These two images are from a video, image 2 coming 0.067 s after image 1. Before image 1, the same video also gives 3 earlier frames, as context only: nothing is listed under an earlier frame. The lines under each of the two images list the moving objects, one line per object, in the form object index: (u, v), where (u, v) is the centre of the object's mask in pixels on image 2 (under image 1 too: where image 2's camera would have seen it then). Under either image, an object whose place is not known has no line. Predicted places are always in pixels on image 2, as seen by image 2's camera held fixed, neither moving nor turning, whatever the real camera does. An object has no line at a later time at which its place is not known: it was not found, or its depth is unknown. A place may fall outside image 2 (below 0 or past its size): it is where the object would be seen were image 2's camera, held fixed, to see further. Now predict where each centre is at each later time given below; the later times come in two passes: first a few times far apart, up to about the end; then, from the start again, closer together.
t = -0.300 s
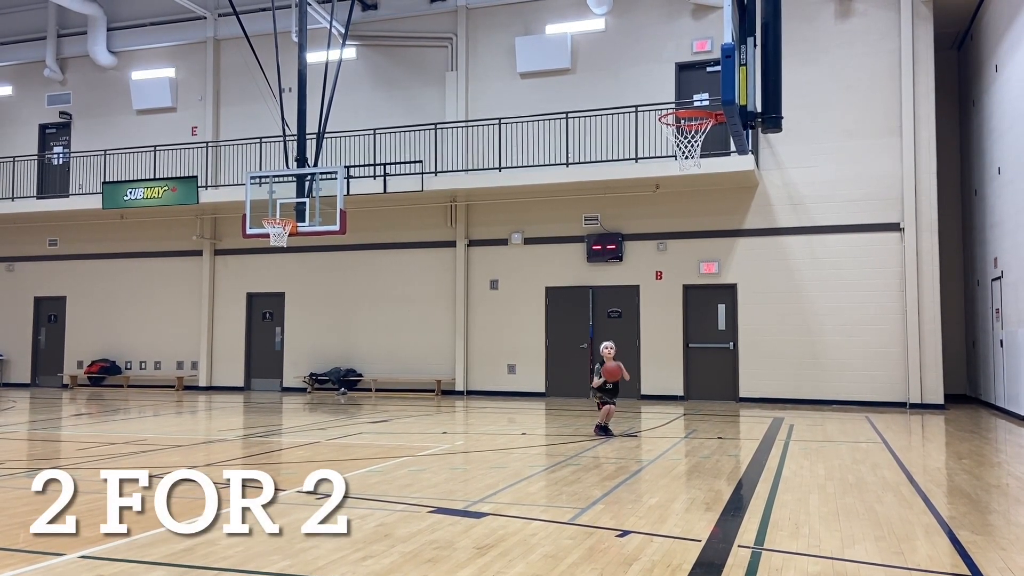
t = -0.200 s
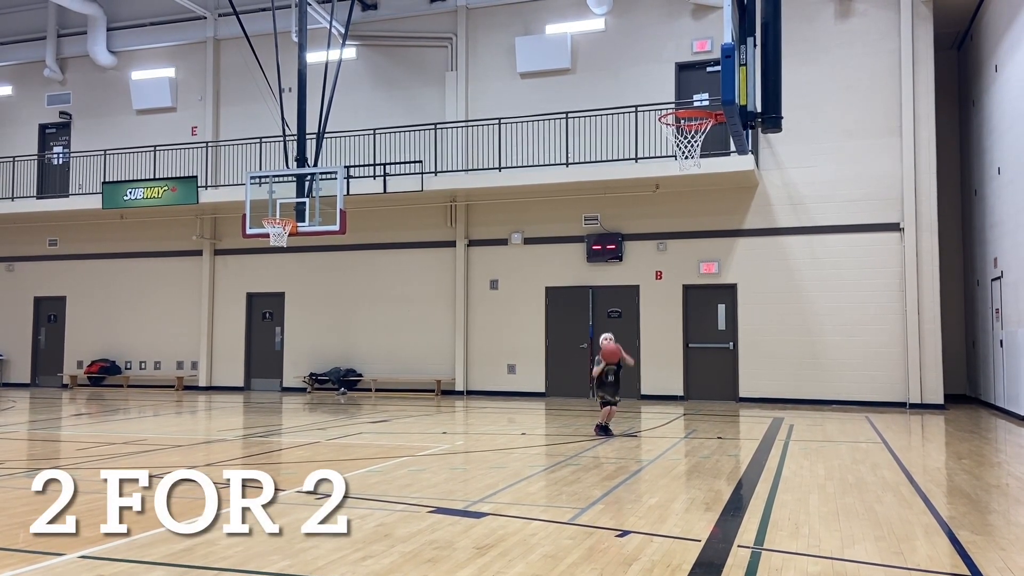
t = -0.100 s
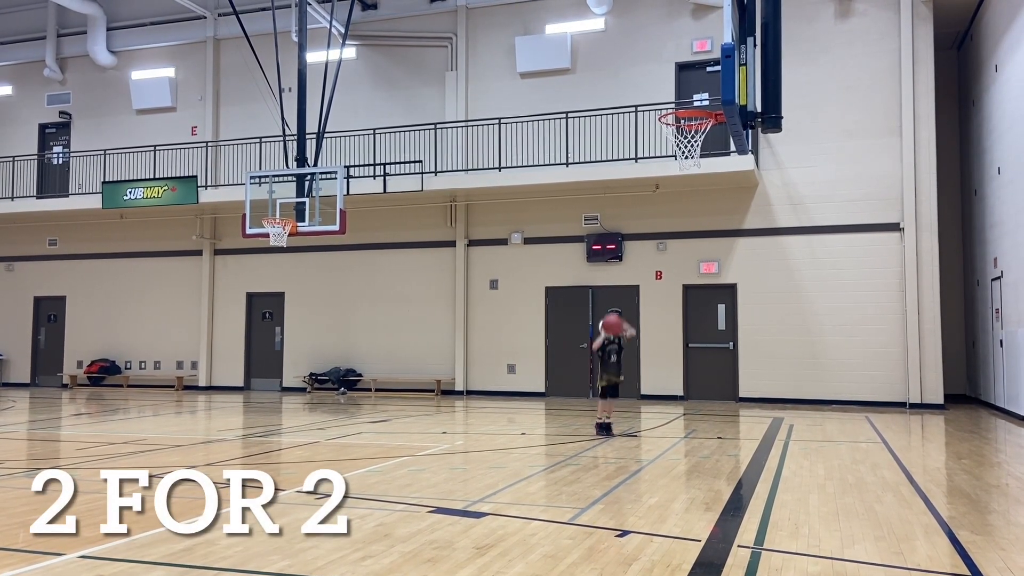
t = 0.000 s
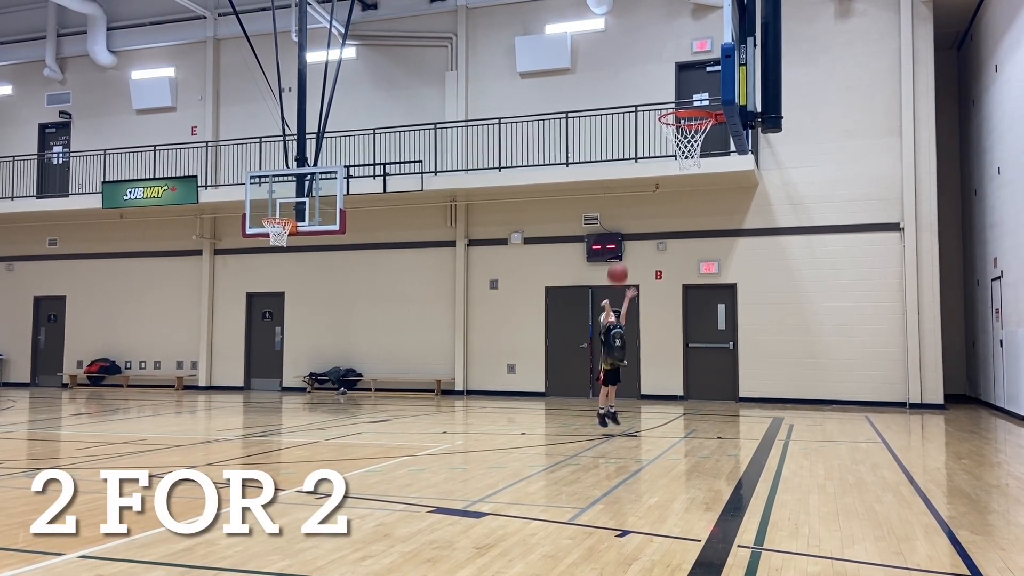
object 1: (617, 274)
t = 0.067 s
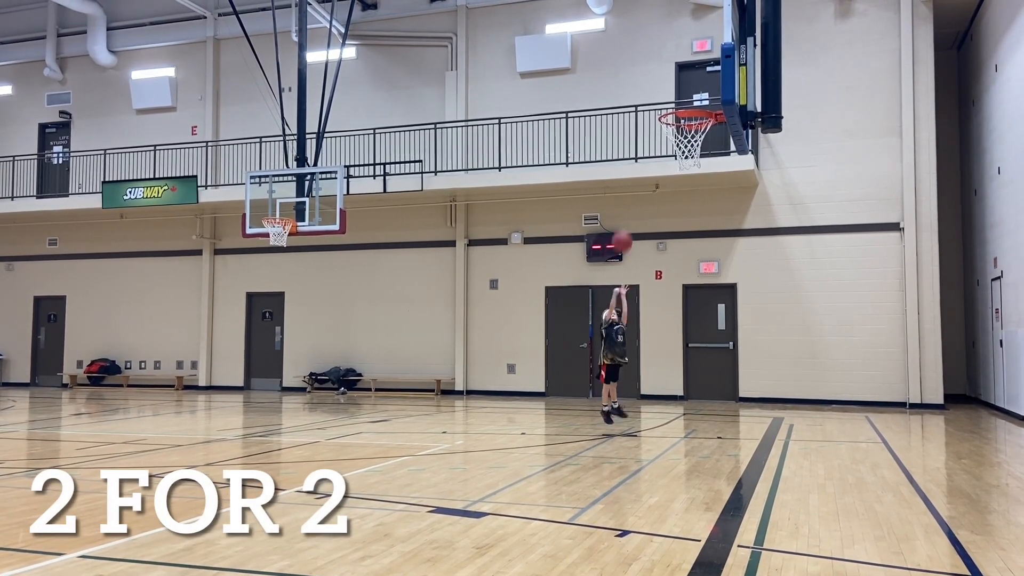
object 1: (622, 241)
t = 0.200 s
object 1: (632, 186)
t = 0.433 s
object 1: (650, 120)
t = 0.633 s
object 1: (669, 100)
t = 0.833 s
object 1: (689, 125)
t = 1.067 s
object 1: (700, 160)
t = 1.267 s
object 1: (704, 233)
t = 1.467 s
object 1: (709, 357)
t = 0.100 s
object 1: (625, 226)
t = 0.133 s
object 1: (627, 211)
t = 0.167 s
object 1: (629, 198)
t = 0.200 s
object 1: (632, 186)
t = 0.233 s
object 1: (634, 173)
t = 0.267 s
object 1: (637, 162)
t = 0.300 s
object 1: (640, 152)
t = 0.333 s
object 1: (642, 143)
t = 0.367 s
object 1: (645, 134)
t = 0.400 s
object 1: (648, 127)
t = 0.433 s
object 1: (650, 120)
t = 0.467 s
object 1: (653, 113)
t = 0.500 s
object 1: (656, 108)
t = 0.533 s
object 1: (660, 105)
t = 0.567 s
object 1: (663, 102)
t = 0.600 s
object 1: (666, 101)
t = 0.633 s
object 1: (669, 100)
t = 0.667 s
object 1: (673, 100)
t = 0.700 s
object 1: (676, 101)
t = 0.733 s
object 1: (679, 102)
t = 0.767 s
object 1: (683, 104)
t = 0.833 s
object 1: (689, 125)
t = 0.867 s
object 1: (693, 129)
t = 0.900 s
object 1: (697, 134)
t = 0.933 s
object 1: (699, 139)
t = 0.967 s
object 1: (698, 142)
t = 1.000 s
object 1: (699, 147)
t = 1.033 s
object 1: (699, 153)
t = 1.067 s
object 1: (700, 160)
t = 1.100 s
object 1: (701, 169)
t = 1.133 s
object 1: (701, 180)
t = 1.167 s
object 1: (702, 192)
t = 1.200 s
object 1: (702, 204)
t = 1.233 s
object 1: (703, 218)
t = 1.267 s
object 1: (704, 233)
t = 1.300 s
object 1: (705, 250)
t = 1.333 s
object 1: (706, 269)
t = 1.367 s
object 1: (707, 290)
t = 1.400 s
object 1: (707, 309)
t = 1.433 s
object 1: (708, 331)
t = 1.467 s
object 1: (709, 357)
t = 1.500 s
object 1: (710, 381)
